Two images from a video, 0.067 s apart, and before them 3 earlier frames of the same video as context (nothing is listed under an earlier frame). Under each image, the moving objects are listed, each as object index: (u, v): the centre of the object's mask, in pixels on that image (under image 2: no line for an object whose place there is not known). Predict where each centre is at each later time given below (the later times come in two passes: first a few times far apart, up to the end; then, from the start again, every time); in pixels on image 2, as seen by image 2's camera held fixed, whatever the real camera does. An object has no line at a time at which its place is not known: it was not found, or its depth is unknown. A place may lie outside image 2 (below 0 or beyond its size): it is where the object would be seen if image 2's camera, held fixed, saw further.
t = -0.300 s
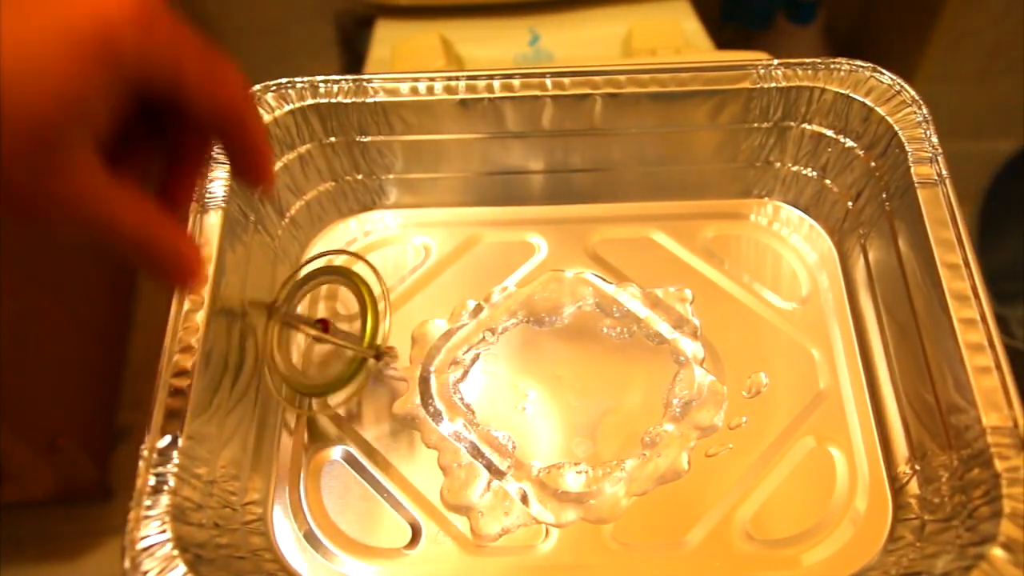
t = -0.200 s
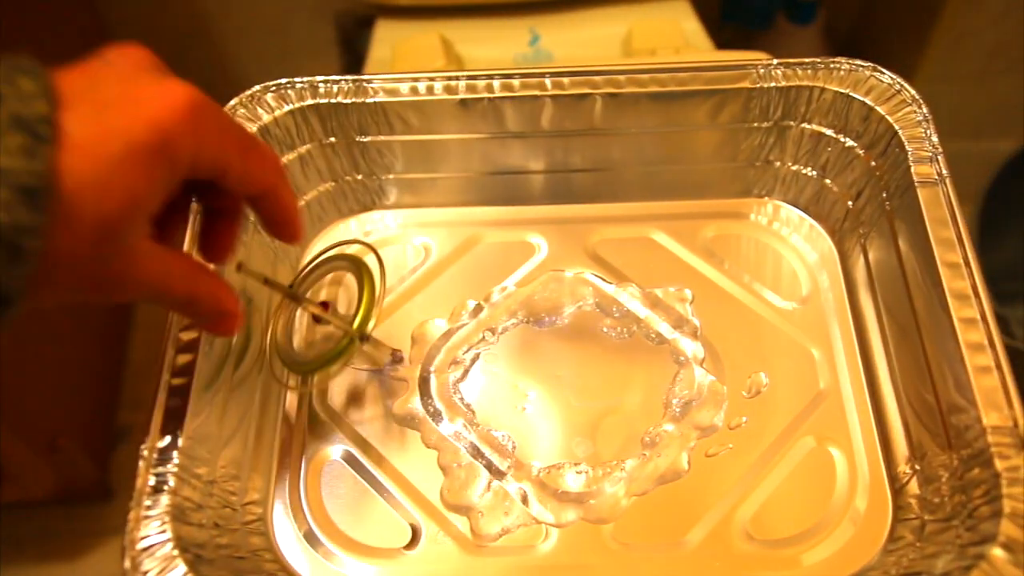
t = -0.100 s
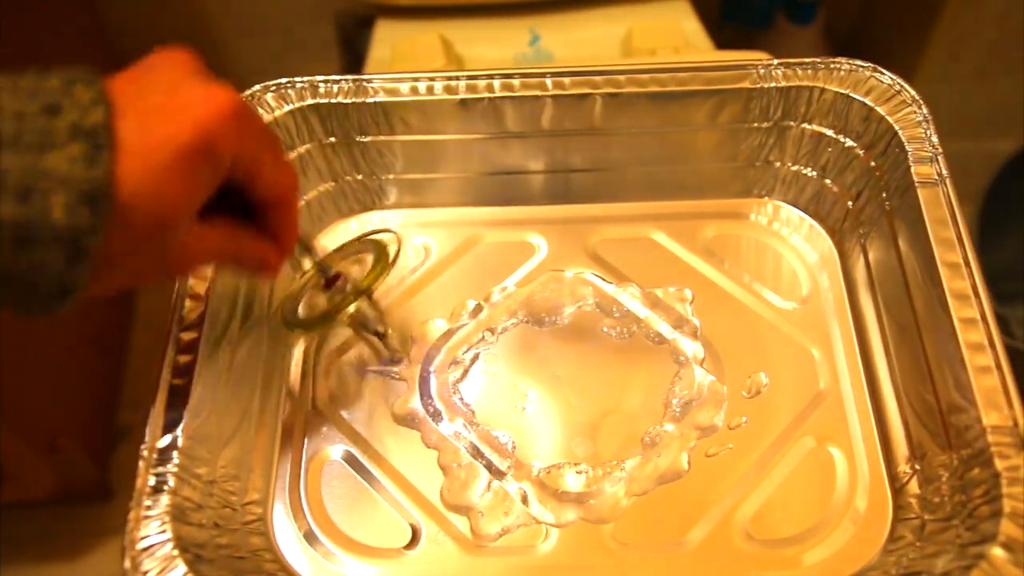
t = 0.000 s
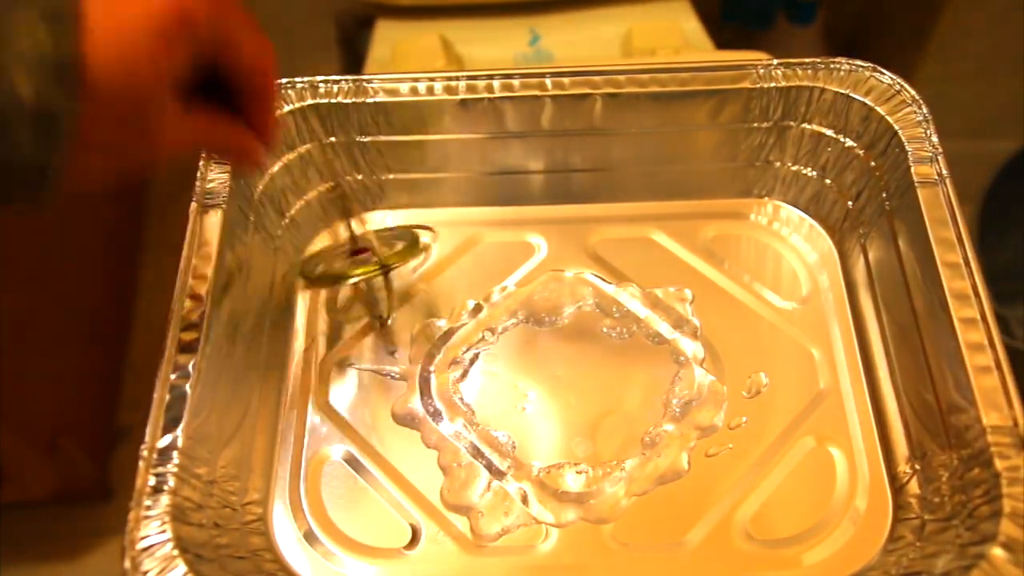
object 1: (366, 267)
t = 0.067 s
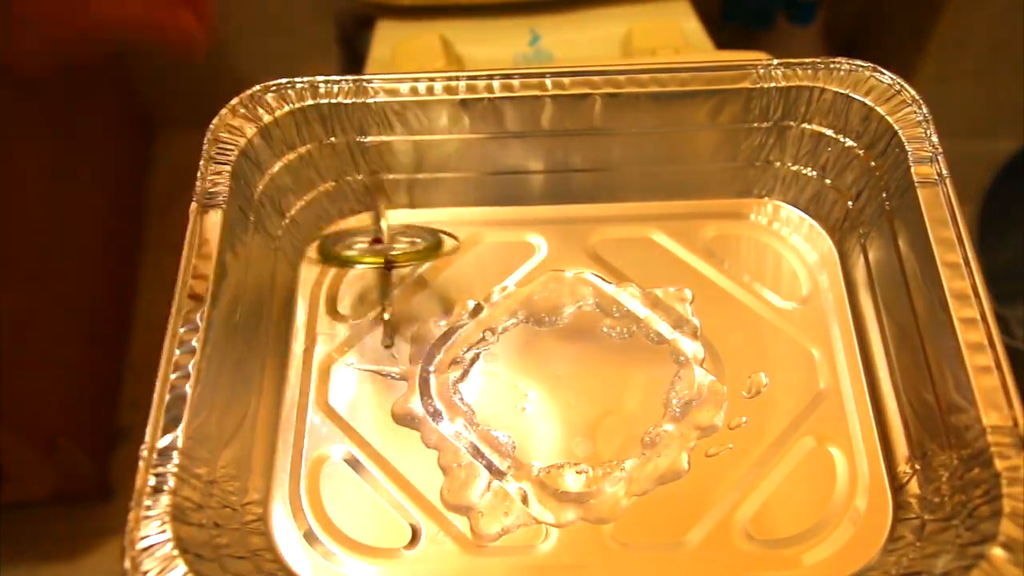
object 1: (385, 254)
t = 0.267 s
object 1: (434, 260)
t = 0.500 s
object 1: (416, 333)
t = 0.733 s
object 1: (329, 327)
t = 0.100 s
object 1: (393, 253)
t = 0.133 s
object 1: (401, 250)
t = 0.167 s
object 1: (409, 250)
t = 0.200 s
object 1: (421, 247)
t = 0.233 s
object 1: (427, 255)
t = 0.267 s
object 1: (434, 260)
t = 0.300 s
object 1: (444, 270)
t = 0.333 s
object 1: (445, 281)
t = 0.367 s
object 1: (439, 290)
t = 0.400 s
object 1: (438, 308)
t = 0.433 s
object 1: (433, 316)
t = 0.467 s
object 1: (426, 325)
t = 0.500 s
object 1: (416, 333)
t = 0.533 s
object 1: (403, 339)
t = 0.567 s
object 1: (388, 345)
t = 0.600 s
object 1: (375, 345)
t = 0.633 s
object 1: (359, 344)
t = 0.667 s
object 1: (350, 340)
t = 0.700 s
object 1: (339, 338)
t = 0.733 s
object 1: (329, 327)
